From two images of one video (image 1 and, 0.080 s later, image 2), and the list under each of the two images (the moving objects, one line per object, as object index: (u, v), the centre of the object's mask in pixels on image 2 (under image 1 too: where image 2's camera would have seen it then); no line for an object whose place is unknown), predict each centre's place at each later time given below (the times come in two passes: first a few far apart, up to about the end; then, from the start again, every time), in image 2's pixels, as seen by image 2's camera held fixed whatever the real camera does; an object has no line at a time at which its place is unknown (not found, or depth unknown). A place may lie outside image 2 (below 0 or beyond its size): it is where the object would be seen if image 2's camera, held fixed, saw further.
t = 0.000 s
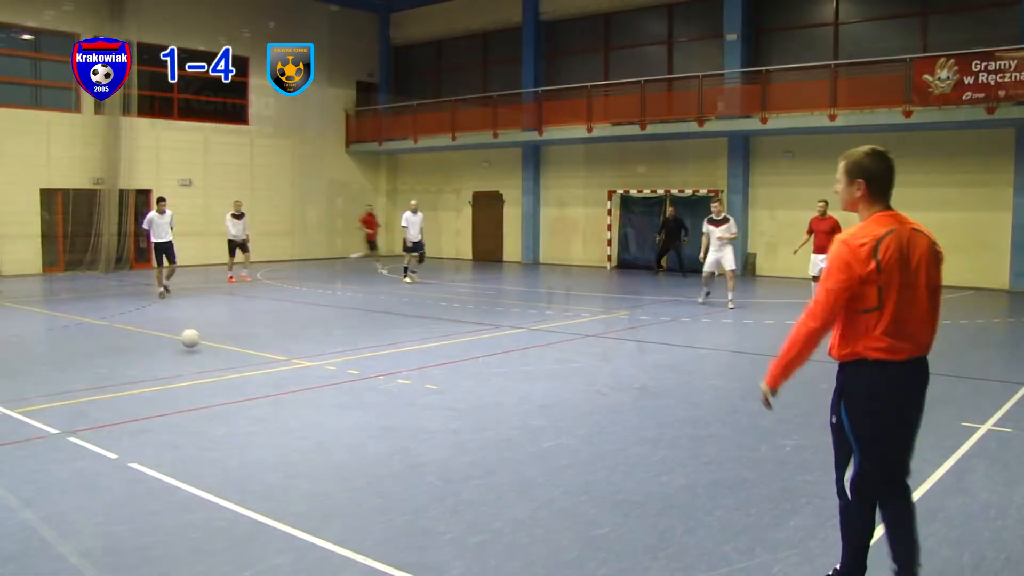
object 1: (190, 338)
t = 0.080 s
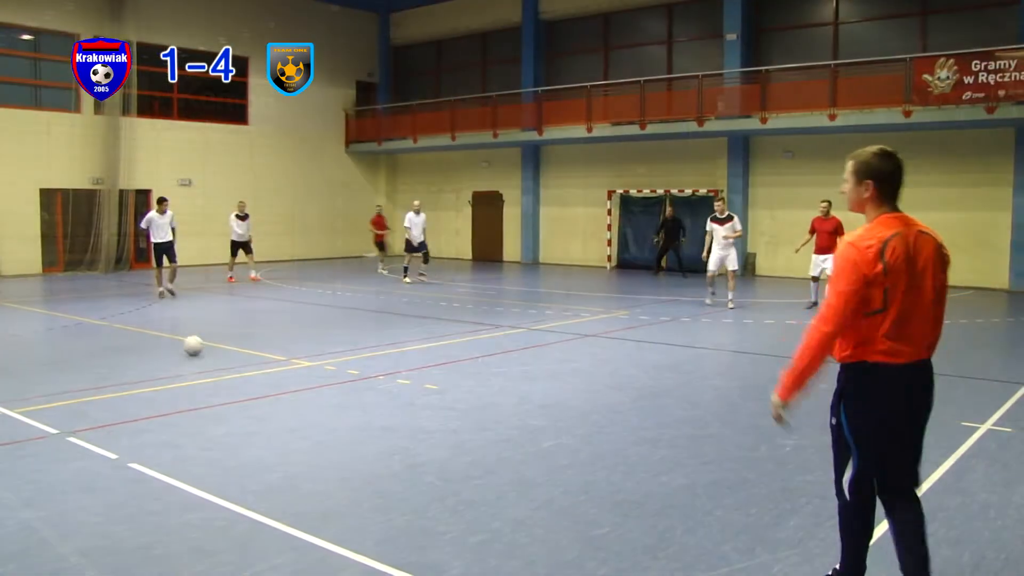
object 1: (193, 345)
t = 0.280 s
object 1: (201, 356)
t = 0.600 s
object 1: (216, 379)
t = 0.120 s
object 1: (194, 346)
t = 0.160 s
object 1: (196, 347)
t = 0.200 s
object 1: (197, 350)
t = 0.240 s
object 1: (199, 355)
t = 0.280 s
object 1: (201, 356)
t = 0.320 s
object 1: (201, 356)
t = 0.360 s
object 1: (204, 359)
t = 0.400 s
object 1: (206, 365)
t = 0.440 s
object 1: (208, 369)
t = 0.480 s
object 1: (210, 370)
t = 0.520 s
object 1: (211, 370)
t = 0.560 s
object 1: (213, 375)
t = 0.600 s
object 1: (216, 379)
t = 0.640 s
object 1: (217, 382)
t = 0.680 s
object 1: (219, 386)
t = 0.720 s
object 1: (223, 390)
